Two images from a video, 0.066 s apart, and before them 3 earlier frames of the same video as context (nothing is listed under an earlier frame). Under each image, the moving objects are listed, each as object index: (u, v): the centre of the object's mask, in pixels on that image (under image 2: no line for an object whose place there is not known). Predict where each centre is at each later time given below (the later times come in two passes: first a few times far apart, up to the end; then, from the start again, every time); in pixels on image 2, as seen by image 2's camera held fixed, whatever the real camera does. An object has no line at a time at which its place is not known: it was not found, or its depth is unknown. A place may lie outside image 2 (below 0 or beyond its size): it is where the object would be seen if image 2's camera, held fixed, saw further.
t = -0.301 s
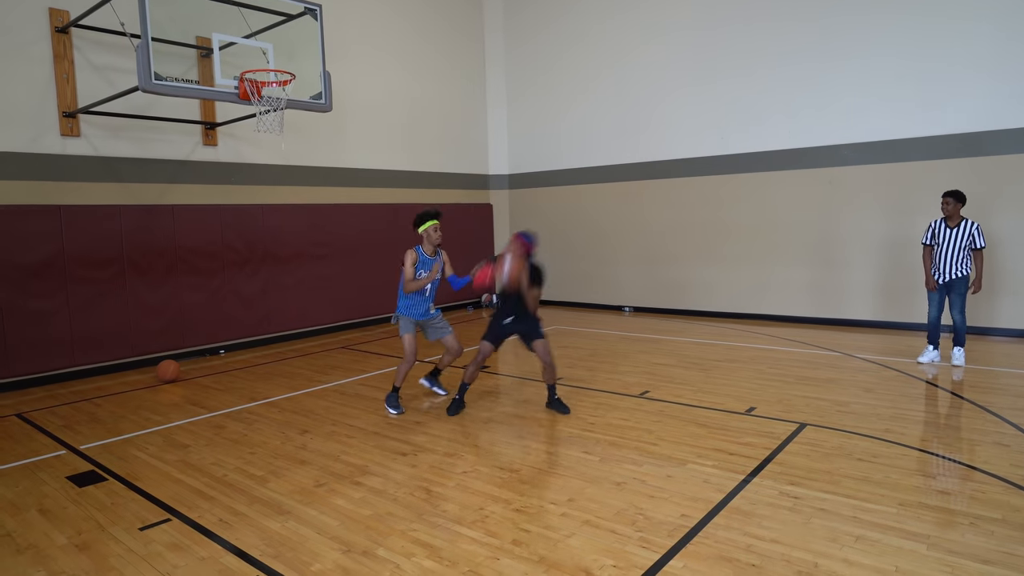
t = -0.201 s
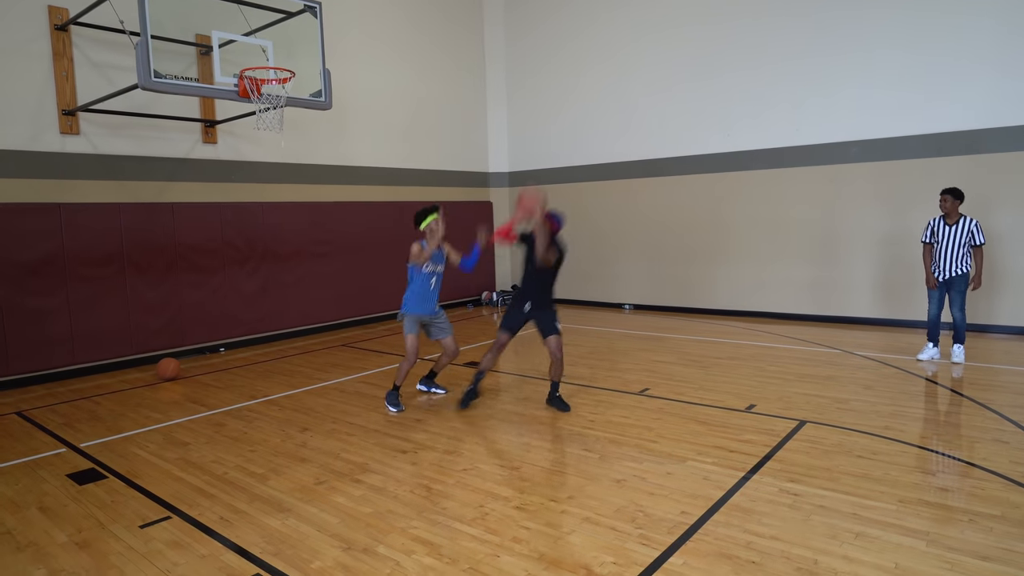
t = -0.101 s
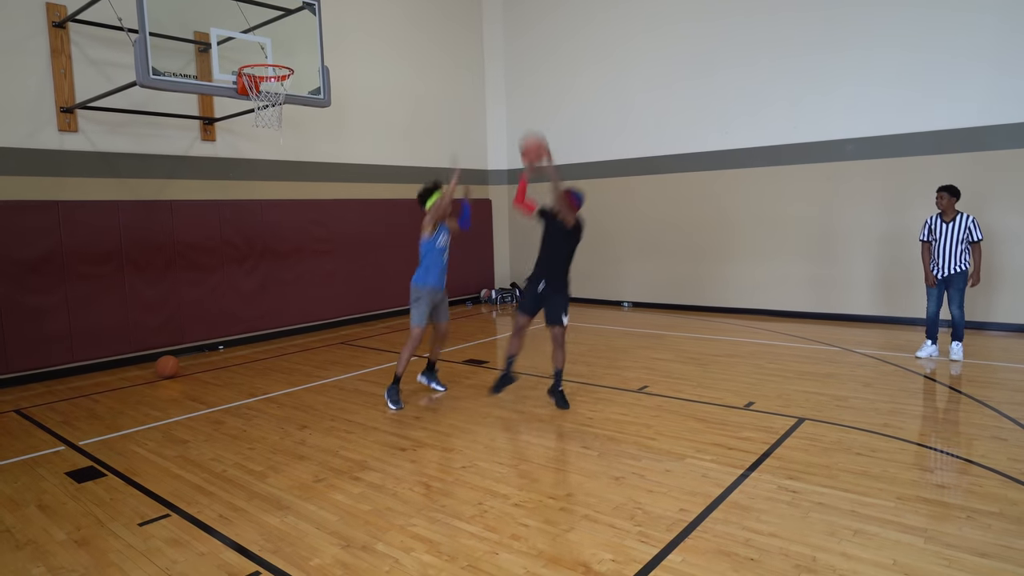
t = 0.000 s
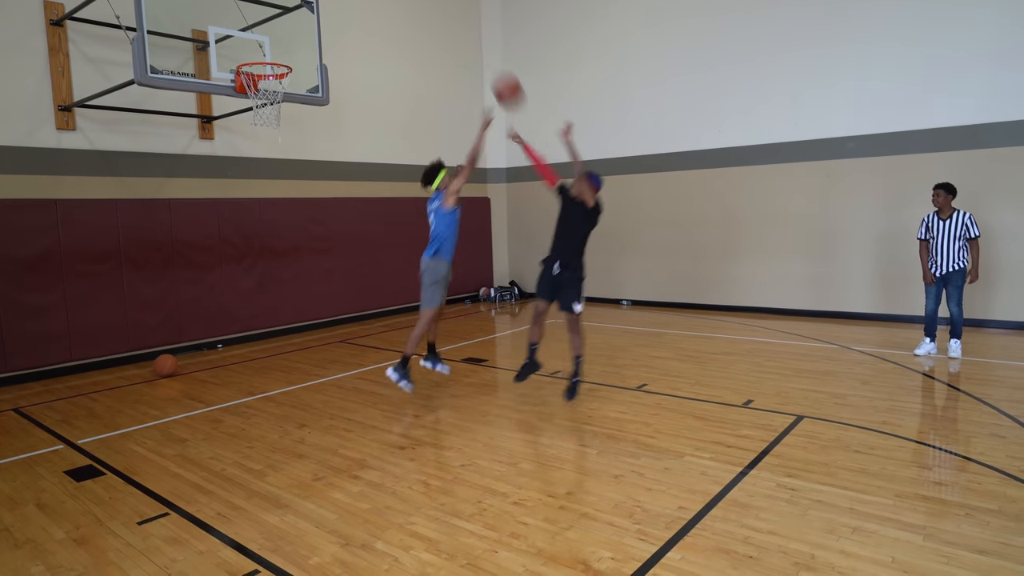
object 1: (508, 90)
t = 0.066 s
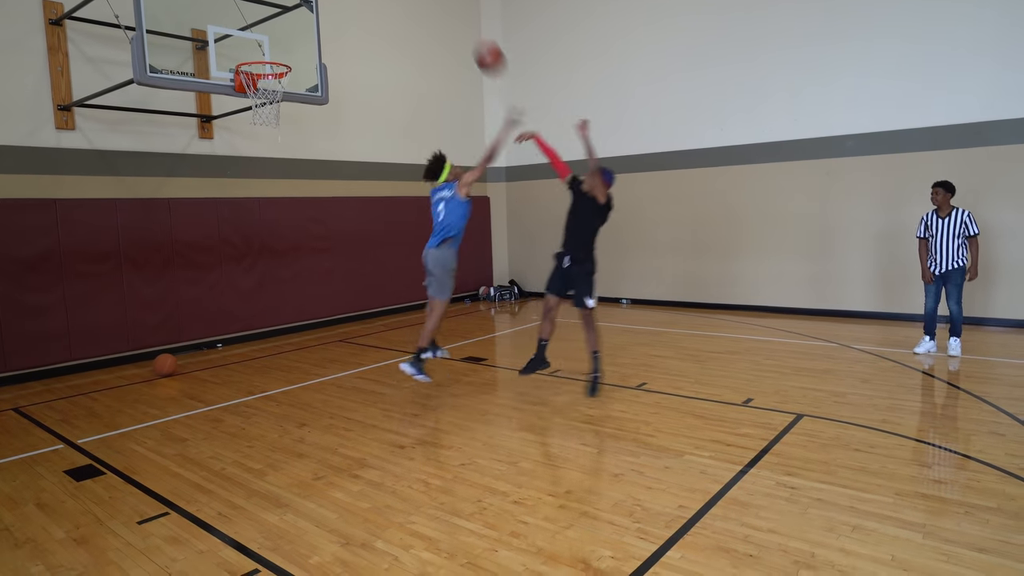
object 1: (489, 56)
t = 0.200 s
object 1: (454, 12)
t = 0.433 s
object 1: (397, -18)
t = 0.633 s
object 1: (357, 3)
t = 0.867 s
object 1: (317, 84)
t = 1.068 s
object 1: (290, 193)
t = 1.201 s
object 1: (274, 282)
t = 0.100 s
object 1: (480, 42)
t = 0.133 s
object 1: (471, 30)
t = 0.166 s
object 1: (463, 19)
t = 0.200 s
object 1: (454, 12)
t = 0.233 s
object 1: (443, 5)
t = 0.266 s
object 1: (436, -2)
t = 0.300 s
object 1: (430, -8)
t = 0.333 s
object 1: (424, -13)
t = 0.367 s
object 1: (416, -16)
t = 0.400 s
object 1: (406, -18)
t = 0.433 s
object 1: (397, -18)
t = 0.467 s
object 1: (388, -19)
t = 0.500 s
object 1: (384, -16)
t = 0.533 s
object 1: (378, -13)
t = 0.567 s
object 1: (372, -9)
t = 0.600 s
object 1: (364, -3)
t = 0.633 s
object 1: (357, 3)
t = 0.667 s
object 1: (351, 12)
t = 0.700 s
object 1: (345, 21)
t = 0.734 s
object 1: (339, 31)
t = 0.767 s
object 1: (333, 43)
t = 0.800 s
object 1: (327, 56)
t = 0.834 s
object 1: (322, 70)
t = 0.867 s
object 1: (317, 84)
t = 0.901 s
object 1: (312, 101)
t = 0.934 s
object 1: (308, 117)
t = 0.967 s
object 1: (304, 135)
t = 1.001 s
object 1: (300, 153)
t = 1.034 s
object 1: (296, 175)
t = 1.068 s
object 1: (290, 193)
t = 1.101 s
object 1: (286, 215)
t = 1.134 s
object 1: (282, 236)
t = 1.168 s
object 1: (279, 258)
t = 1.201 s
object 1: (274, 282)
